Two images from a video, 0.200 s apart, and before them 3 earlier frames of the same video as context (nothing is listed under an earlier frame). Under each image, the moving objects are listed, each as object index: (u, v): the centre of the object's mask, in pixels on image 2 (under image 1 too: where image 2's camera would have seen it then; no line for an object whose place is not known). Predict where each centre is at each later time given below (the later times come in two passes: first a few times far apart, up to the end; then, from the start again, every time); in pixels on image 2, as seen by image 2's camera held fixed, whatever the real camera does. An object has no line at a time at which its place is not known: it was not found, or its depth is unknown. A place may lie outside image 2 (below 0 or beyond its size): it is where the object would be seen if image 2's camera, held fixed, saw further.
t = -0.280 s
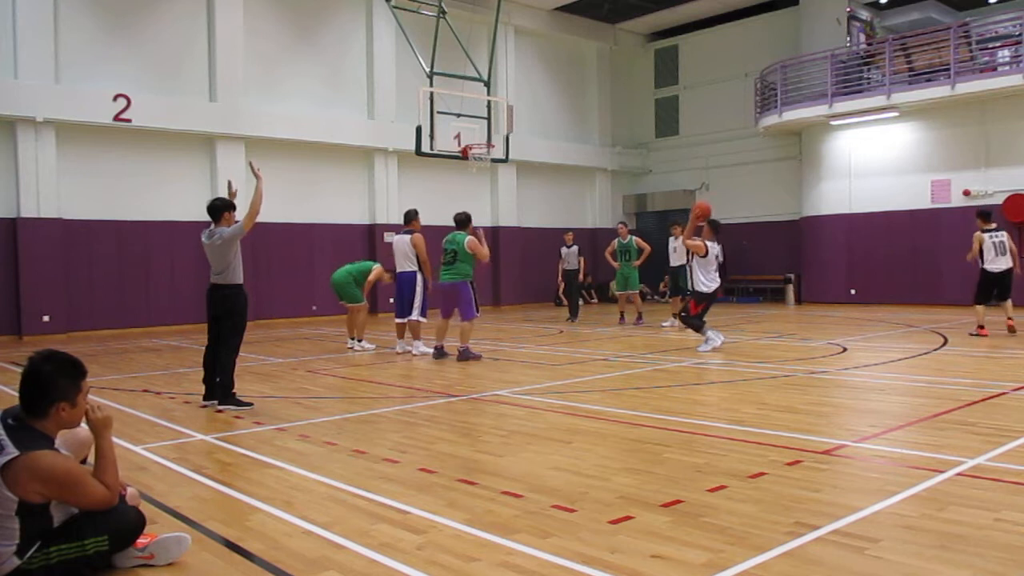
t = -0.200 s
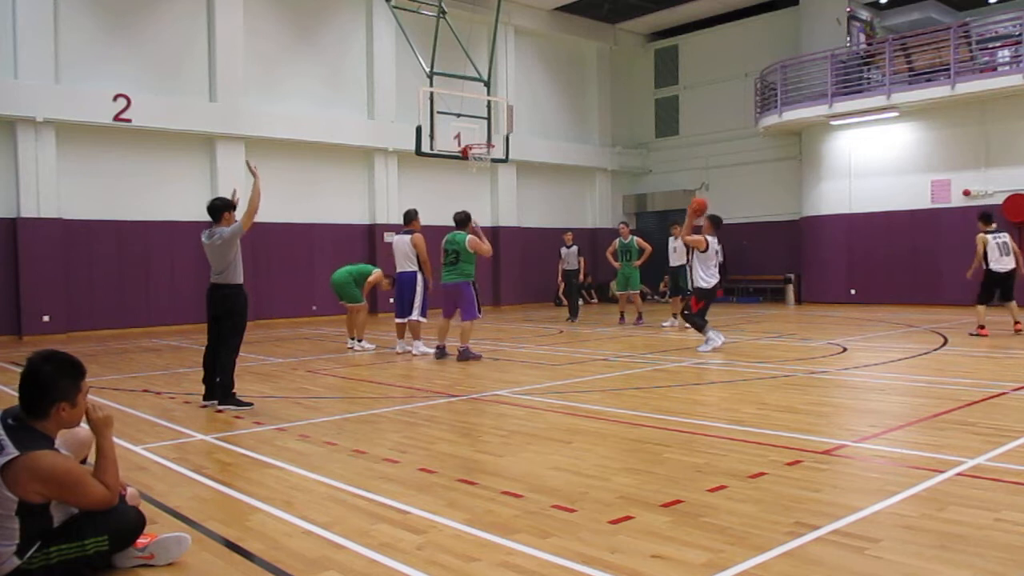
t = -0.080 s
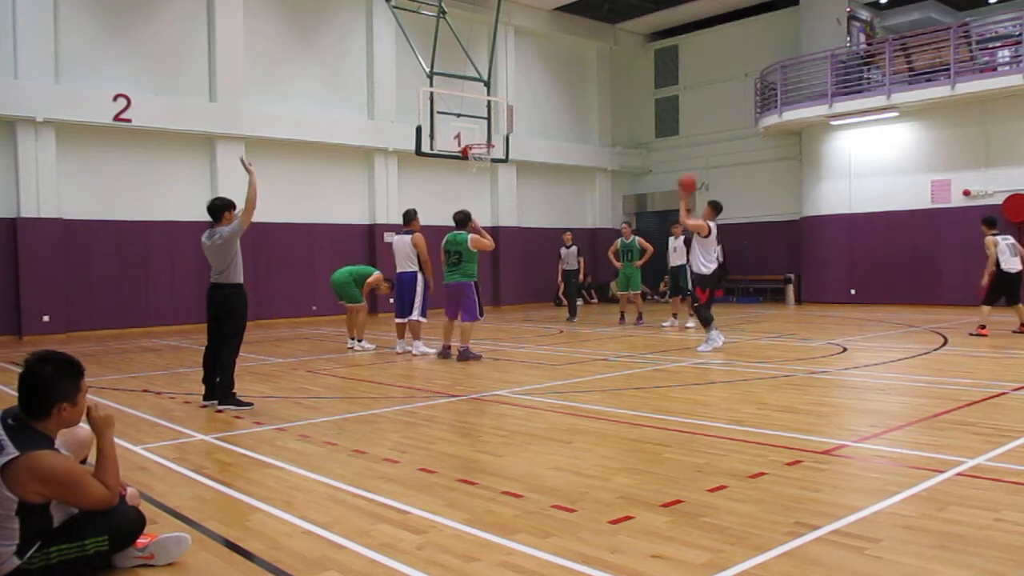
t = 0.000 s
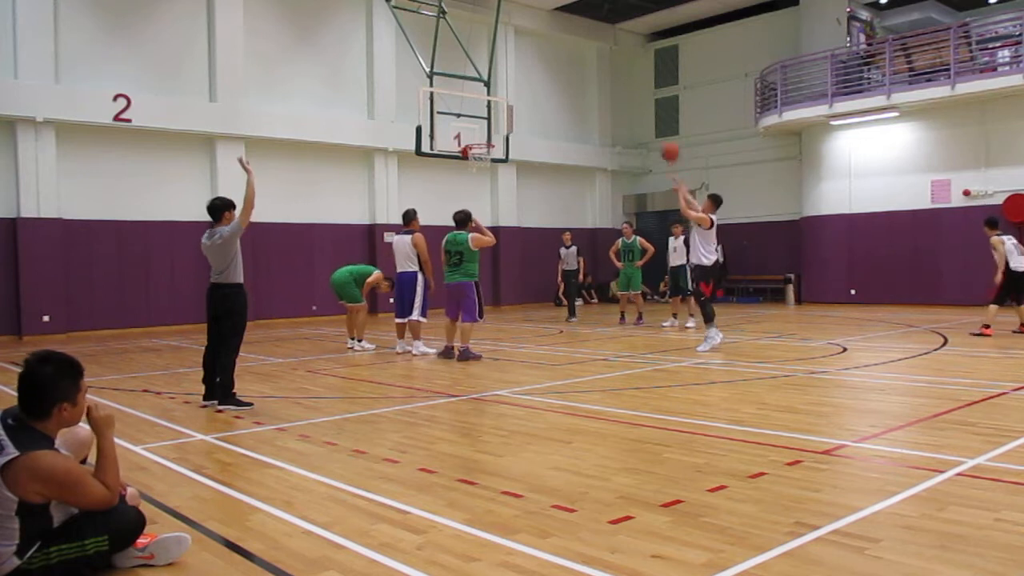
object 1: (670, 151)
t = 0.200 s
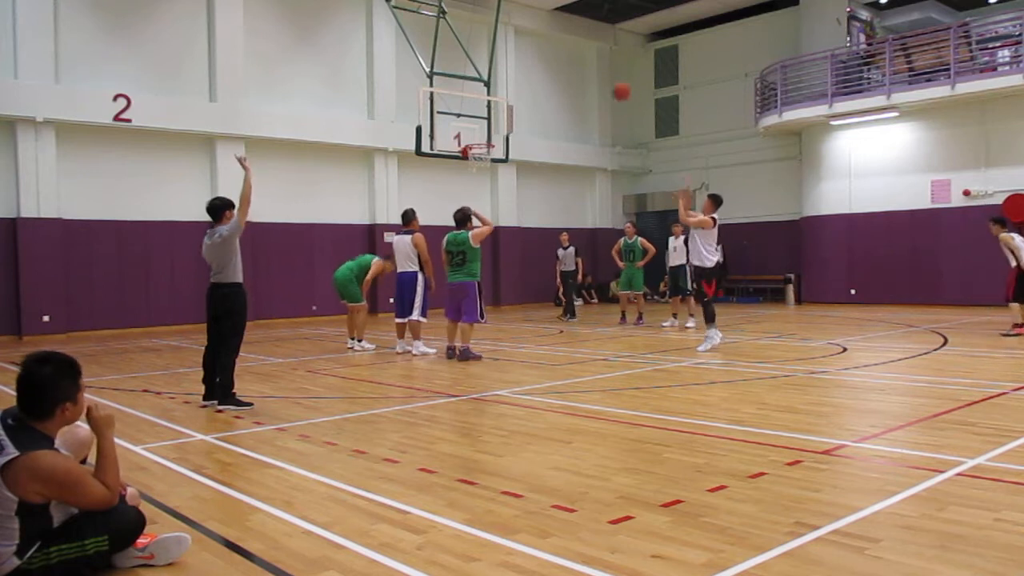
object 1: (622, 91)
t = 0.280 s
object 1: (604, 76)
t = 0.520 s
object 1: (555, 60)
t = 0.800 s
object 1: (507, 88)
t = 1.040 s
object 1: (474, 138)
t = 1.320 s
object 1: (482, 82)
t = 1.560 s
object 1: (489, 69)
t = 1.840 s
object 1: (499, 99)
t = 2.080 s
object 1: (509, 167)
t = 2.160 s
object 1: (512, 199)
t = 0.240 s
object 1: (612, 83)
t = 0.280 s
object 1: (604, 76)
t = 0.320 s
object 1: (594, 71)
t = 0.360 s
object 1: (586, 66)
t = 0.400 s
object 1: (578, 63)
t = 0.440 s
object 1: (571, 61)
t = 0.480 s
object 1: (563, 60)
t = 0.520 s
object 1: (555, 60)
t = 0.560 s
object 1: (548, 61)
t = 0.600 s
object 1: (541, 64)
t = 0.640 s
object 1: (533, 67)
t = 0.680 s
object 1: (527, 71)
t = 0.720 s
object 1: (520, 76)
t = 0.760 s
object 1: (514, 82)
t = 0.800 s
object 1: (507, 88)
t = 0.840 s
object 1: (501, 96)
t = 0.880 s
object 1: (495, 104)
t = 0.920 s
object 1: (490, 113)
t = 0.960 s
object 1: (484, 123)
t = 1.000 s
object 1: (478, 134)
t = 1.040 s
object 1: (474, 138)
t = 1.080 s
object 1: (476, 128)
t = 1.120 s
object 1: (476, 118)
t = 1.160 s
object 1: (477, 109)
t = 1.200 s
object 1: (479, 101)
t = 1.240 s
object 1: (480, 94)
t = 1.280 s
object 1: (481, 87)
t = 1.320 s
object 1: (482, 82)
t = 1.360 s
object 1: (483, 78)
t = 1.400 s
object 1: (484, 75)
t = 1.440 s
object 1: (485, 71)
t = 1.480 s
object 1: (486, 70)
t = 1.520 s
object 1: (488, 69)
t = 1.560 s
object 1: (489, 69)
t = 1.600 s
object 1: (490, 70)
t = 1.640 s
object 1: (492, 72)
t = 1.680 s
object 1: (493, 75)
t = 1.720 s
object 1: (494, 79)
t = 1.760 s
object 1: (496, 85)
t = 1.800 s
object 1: (498, 91)
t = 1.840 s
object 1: (499, 99)
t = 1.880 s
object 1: (501, 108)
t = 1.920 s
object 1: (502, 118)
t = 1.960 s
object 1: (504, 128)
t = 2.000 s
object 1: (505, 140)
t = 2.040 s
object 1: (507, 153)
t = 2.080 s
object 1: (509, 167)
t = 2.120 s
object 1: (510, 182)
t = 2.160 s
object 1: (512, 199)
